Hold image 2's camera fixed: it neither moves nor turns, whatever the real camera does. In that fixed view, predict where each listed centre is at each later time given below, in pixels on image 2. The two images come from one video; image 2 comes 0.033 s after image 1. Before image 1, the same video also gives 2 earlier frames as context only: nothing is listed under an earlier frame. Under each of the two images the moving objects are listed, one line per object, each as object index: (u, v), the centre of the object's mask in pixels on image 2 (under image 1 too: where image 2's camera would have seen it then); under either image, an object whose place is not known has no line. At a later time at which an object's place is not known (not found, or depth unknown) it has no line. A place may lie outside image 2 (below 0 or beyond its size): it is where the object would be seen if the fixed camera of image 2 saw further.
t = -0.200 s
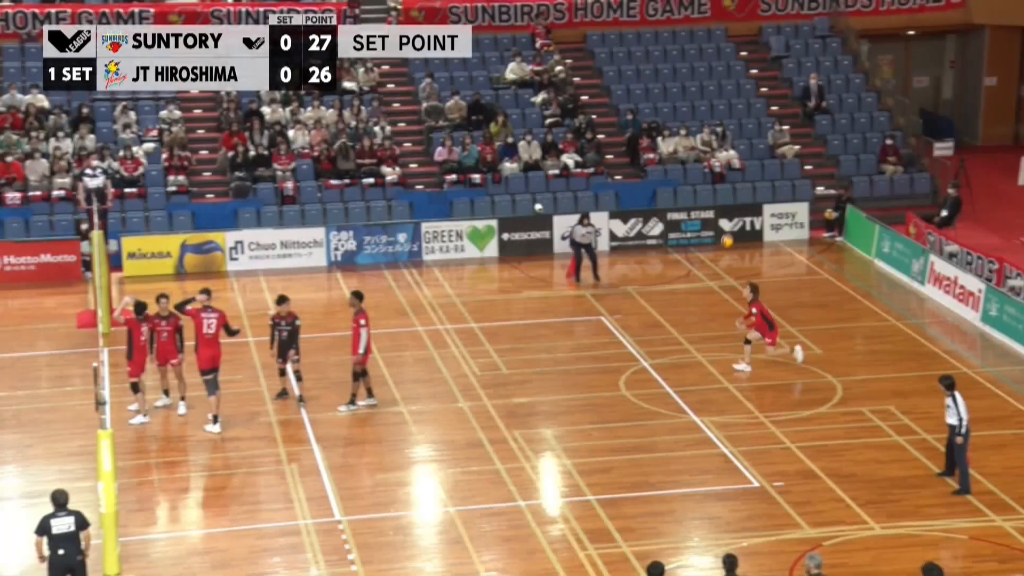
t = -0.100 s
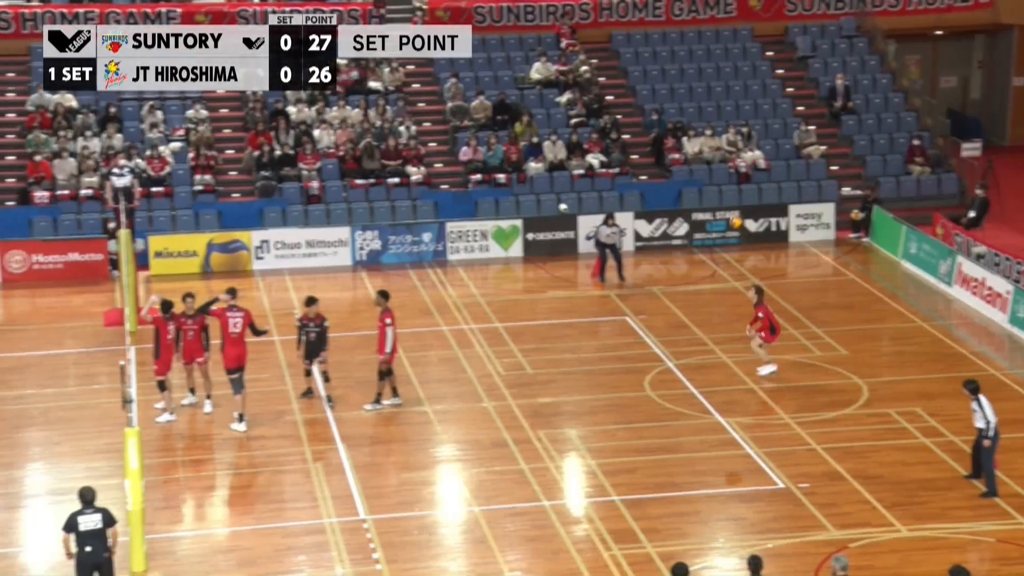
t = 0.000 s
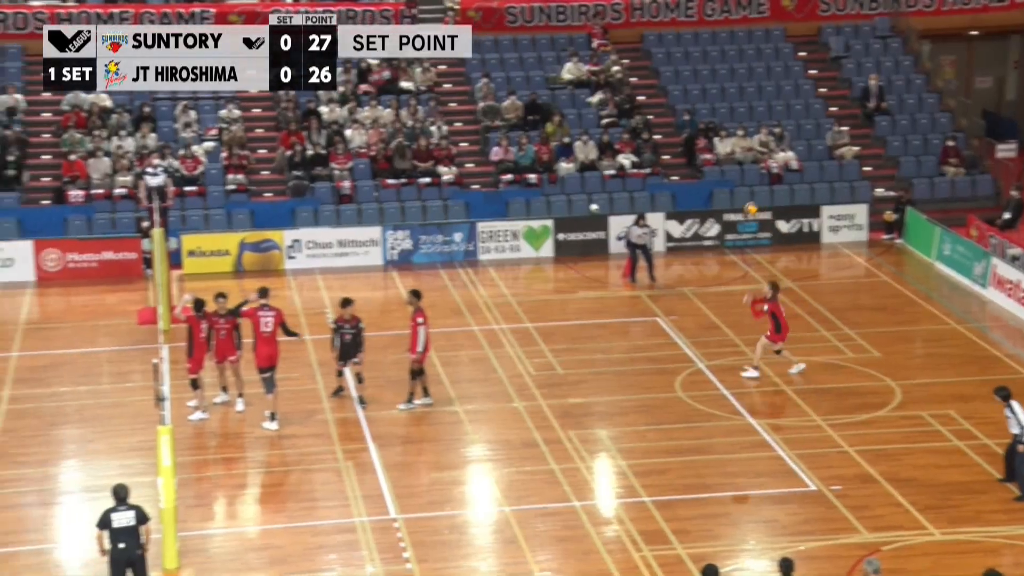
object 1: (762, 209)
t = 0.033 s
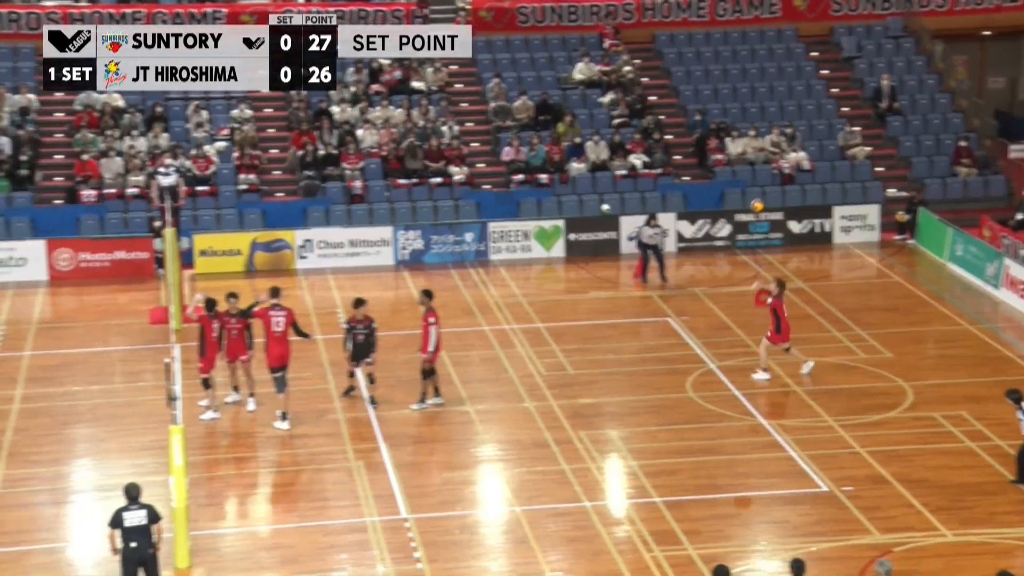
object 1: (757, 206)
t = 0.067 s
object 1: (752, 203)
